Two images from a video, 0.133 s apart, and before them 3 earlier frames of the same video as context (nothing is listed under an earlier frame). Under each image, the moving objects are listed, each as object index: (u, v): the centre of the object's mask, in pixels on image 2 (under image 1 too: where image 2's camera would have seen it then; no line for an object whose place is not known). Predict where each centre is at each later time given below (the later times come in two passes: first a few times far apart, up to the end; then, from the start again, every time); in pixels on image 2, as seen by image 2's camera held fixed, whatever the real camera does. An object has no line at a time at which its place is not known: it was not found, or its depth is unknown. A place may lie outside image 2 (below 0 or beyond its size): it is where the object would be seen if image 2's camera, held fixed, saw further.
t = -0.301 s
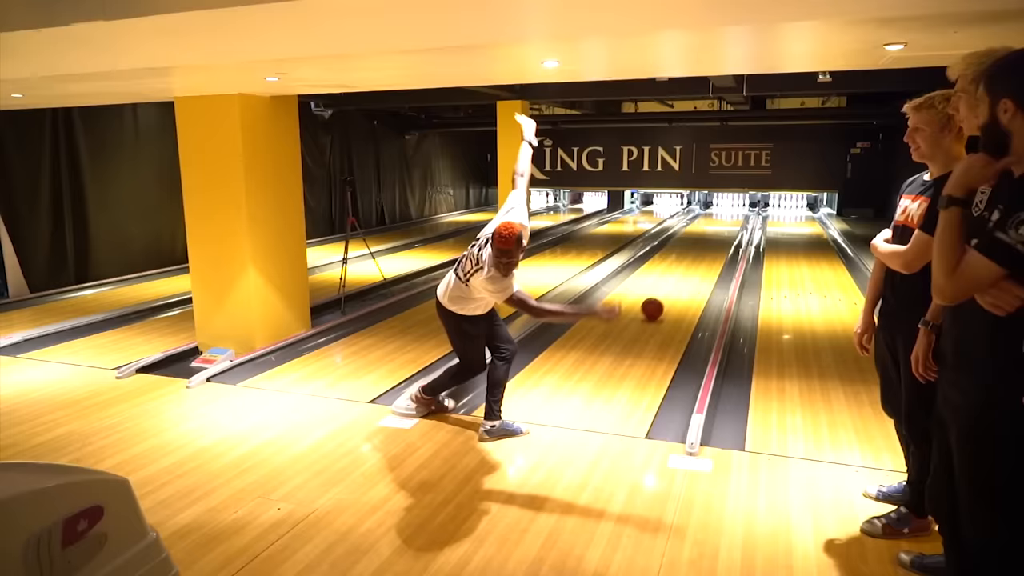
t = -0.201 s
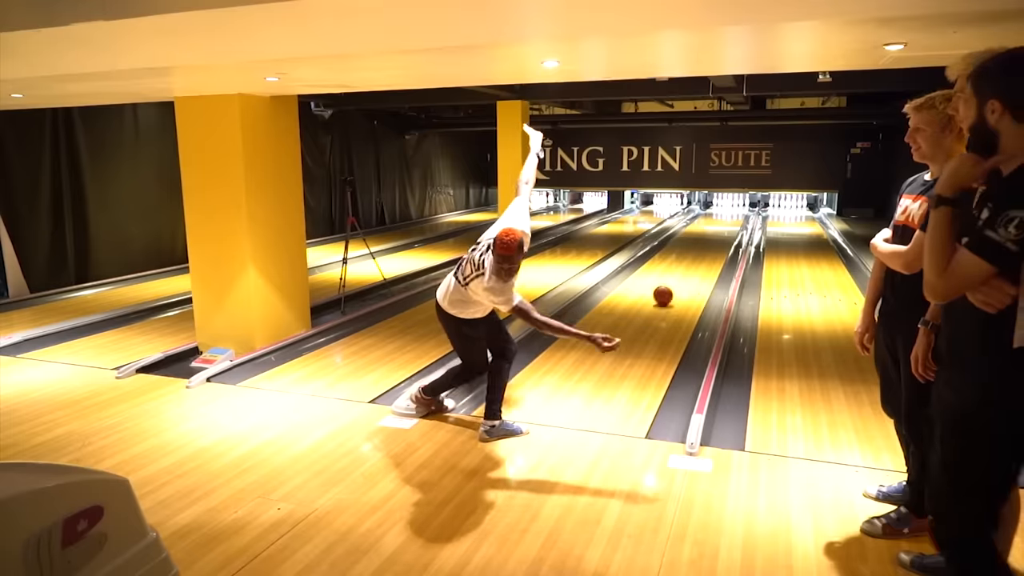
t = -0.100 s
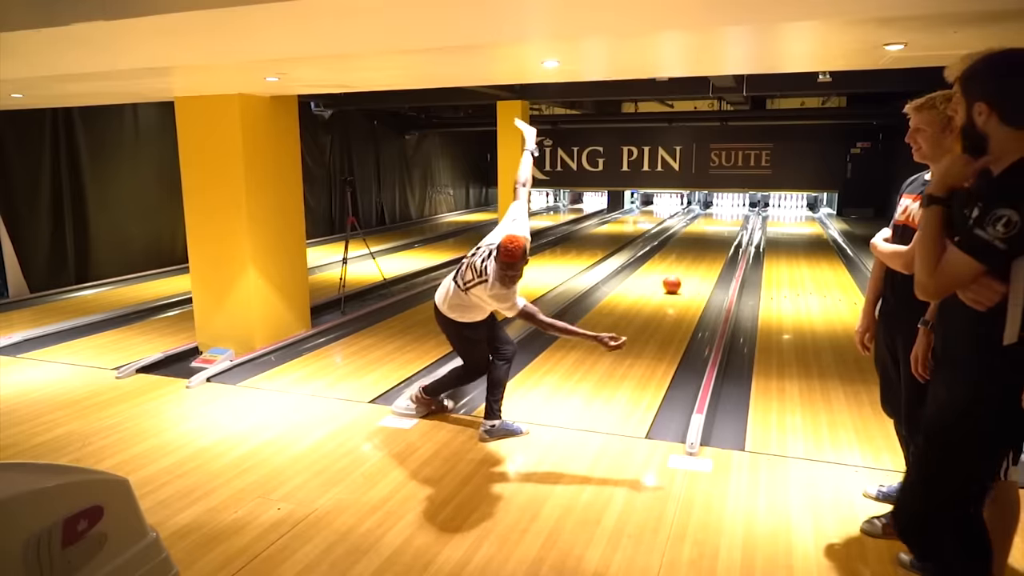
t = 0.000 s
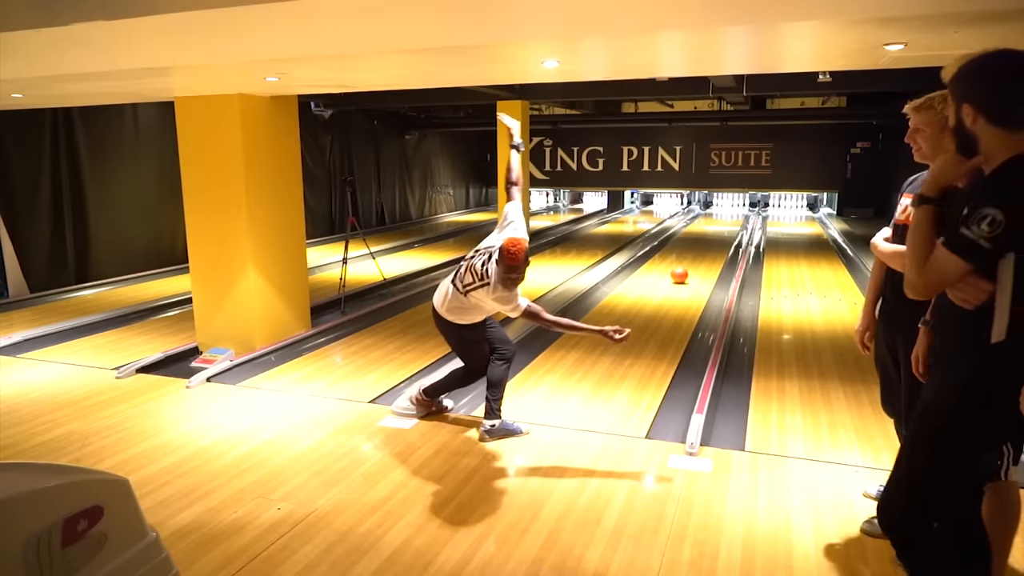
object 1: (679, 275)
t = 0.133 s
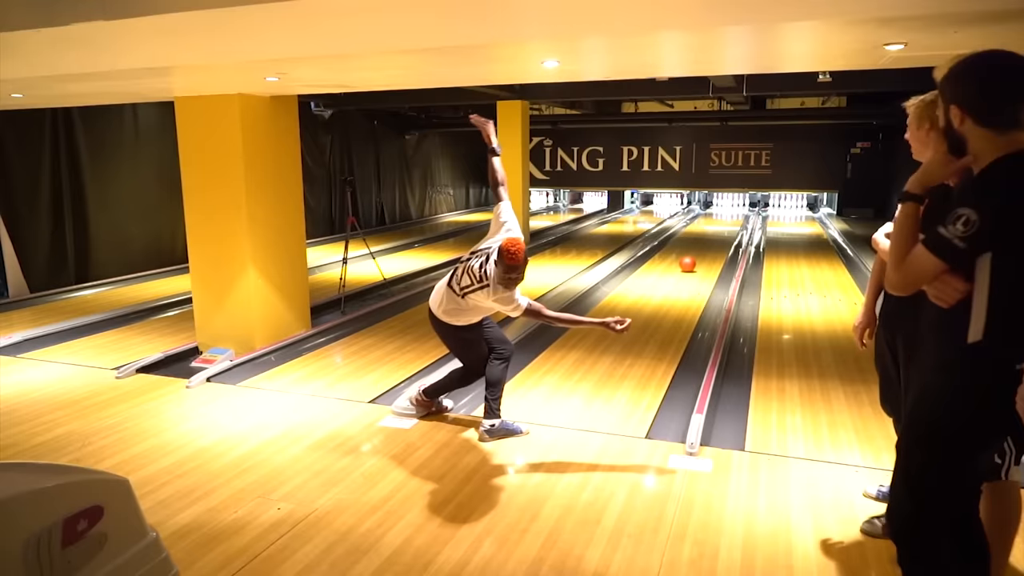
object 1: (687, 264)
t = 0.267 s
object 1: (693, 257)
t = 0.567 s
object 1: (703, 242)
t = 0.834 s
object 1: (710, 233)
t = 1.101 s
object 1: (714, 225)
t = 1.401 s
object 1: (717, 219)
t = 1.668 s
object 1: (719, 215)
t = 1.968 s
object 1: (722, 210)
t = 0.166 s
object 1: (688, 263)
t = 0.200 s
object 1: (690, 260)
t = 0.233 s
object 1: (692, 258)
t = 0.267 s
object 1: (693, 257)
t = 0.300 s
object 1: (695, 254)
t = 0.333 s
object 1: (696, 252)
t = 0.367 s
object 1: (697, 251)
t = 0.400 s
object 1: (698, 249)
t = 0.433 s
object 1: (699, 248)
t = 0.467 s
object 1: (700, 247)
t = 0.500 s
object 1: (701, 246)
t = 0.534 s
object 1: (703, 243)
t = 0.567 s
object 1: (703, 242)
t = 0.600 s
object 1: (704, 240)
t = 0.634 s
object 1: (705, 239)
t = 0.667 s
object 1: (706, 239)
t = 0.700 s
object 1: (707, 237)
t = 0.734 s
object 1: (708, 236)
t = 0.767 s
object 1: (708, 235)
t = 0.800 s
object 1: (709, 234)
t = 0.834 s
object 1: (710, 233)
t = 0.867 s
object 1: (710, 232)
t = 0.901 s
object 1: (711, 231)
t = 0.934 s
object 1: (711, 230)
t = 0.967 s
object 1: (712, 229)
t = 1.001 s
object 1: (712, 228)
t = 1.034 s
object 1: (713, 227)
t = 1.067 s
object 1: (713, 227)
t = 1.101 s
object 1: (714, 225)
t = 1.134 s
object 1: (714, 225)
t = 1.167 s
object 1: (715, 224)
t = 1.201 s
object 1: (715, 223)
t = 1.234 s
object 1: (715, 222)
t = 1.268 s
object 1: (716, 222)
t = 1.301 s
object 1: (716, 221)
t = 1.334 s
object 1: (716, 220)
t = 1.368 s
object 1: (716, 220)
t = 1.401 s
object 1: (717, 219)
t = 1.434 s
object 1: (717, 218)
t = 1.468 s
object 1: (718, 218)
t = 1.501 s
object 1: (718, 217)
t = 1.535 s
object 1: (718, 217)
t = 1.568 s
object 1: (719, 216)
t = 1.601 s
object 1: (719, 216)
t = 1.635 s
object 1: (719, 215)
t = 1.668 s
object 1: (719, 215)
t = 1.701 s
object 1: (720, 214)
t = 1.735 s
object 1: (720, 213)
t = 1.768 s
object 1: (720, 213)
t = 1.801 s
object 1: (721, 212)
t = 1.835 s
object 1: (721, 212)
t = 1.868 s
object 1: (721, 211)
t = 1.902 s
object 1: (722, 211)
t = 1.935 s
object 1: (722, 210)
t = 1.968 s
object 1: (722, 210)
